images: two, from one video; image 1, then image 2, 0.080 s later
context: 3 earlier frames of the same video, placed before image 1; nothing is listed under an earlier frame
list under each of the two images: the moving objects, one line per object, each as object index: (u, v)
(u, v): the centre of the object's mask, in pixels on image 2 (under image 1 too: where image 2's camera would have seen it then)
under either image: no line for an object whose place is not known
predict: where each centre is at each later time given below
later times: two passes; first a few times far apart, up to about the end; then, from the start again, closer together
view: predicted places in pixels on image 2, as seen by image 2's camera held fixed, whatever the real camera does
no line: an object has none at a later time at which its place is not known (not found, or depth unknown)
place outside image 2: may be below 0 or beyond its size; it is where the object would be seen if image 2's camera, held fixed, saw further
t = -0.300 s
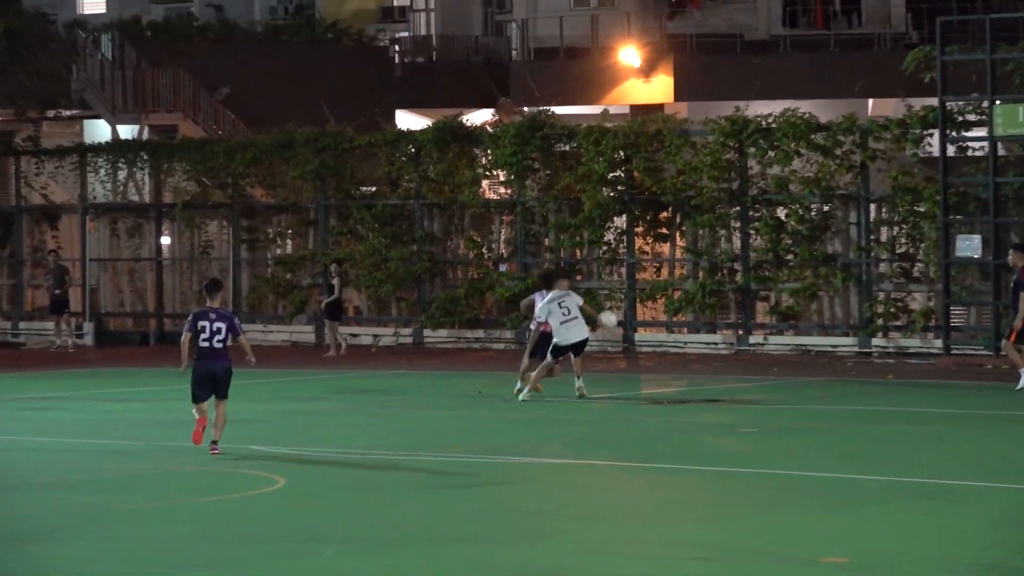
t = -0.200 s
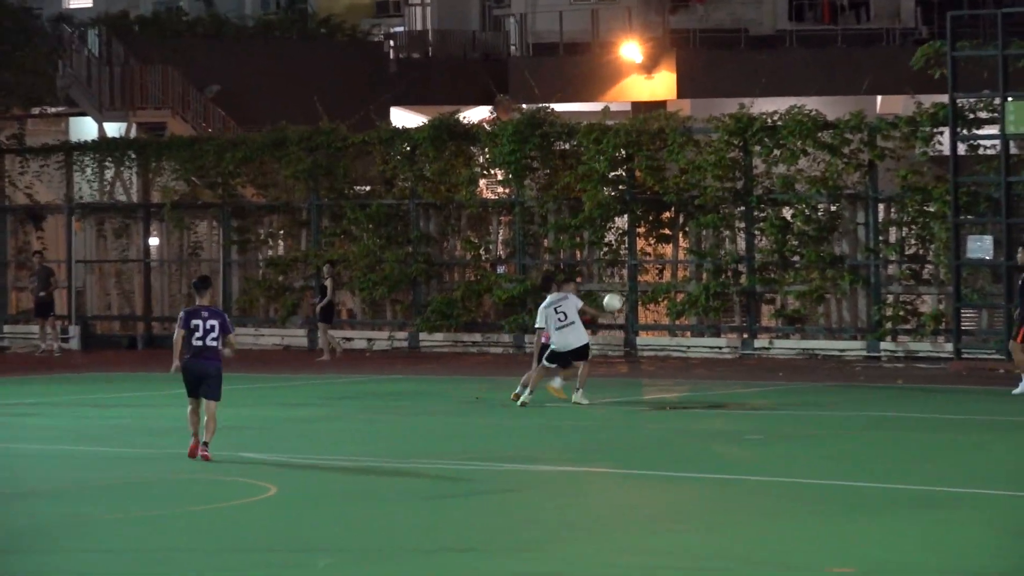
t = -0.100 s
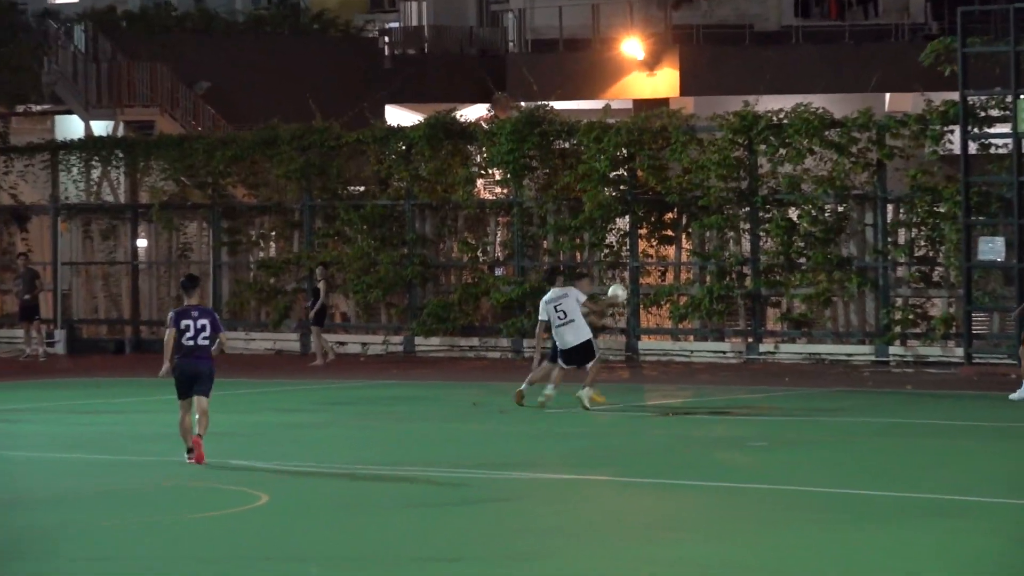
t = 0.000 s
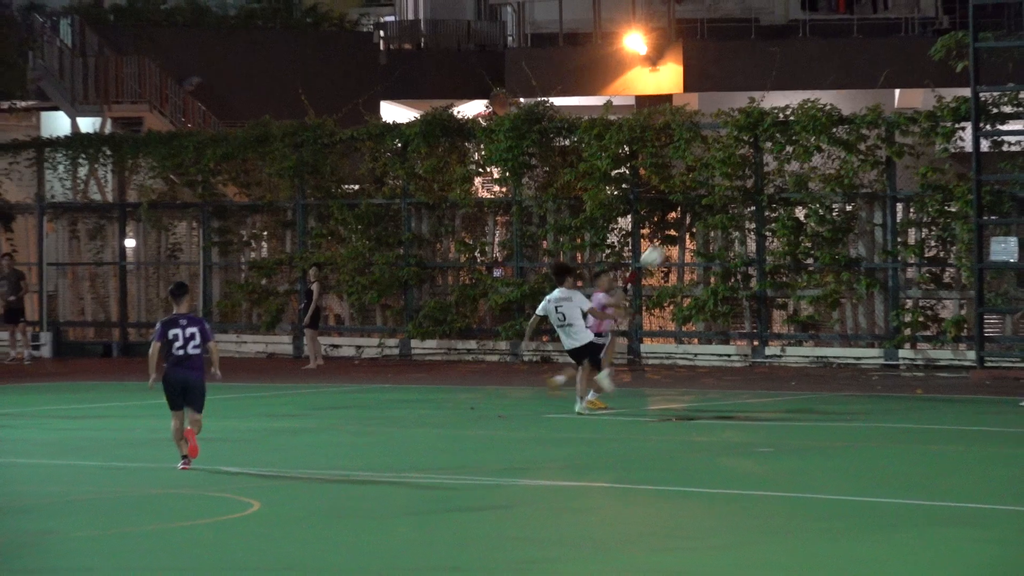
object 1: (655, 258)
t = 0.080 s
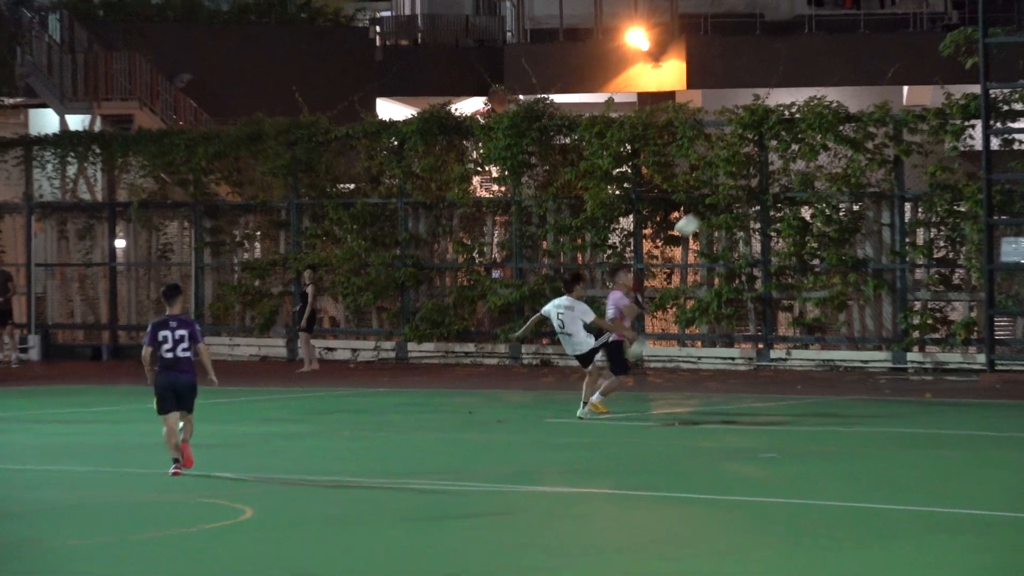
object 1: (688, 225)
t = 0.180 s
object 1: (727, 195)
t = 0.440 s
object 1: (824, 155)
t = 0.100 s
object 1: (695, 219)
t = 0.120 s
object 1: (702, 213)
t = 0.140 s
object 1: (711, 206)
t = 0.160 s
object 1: (719, 200)
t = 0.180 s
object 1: (727, 195)
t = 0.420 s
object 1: (817, 156)
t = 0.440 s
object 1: (824, 155)
